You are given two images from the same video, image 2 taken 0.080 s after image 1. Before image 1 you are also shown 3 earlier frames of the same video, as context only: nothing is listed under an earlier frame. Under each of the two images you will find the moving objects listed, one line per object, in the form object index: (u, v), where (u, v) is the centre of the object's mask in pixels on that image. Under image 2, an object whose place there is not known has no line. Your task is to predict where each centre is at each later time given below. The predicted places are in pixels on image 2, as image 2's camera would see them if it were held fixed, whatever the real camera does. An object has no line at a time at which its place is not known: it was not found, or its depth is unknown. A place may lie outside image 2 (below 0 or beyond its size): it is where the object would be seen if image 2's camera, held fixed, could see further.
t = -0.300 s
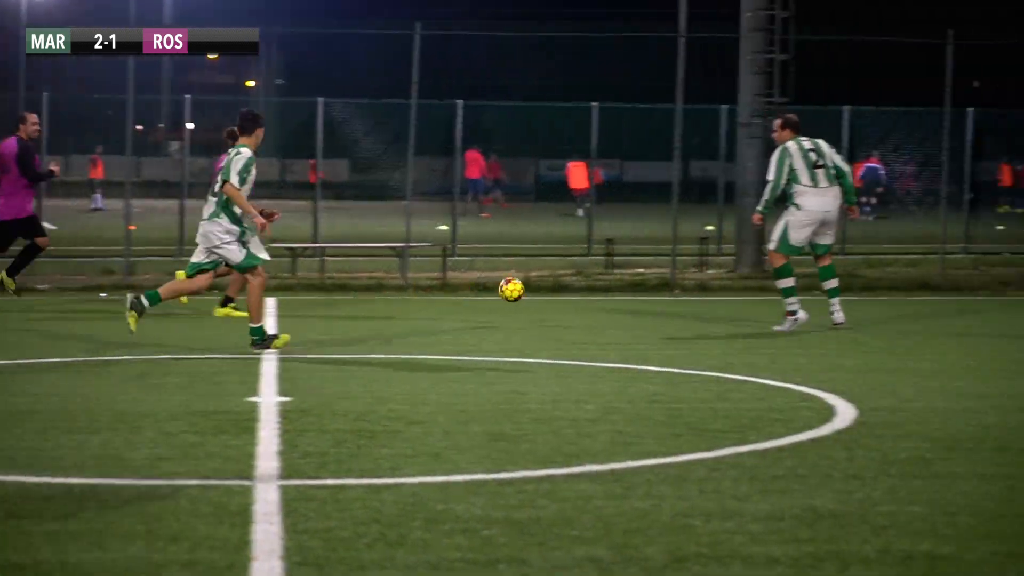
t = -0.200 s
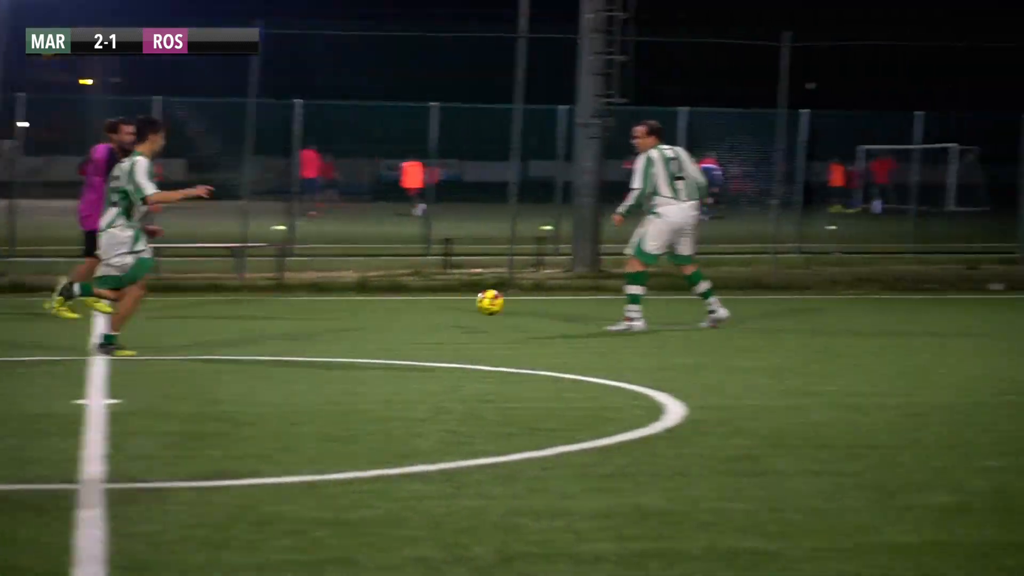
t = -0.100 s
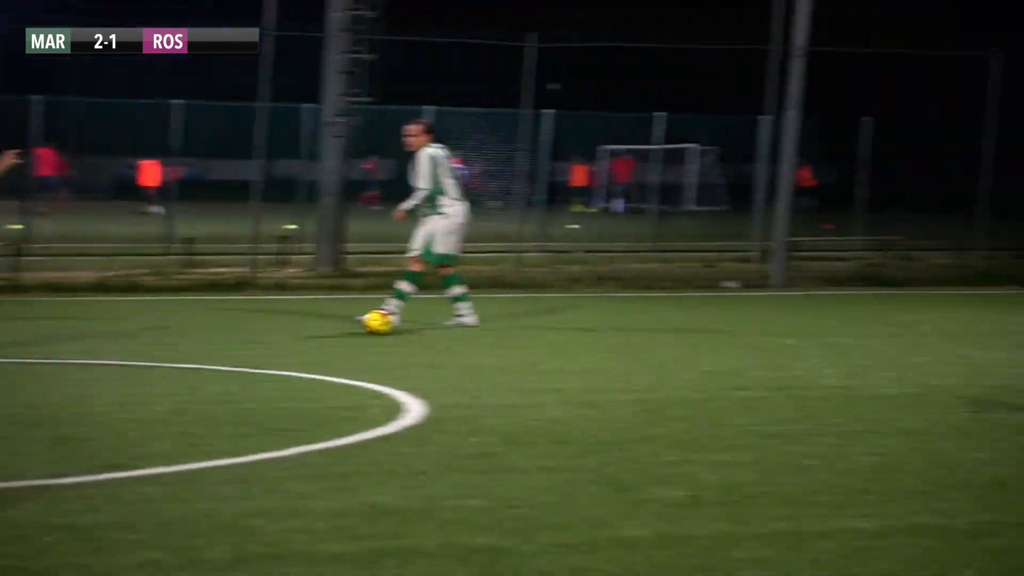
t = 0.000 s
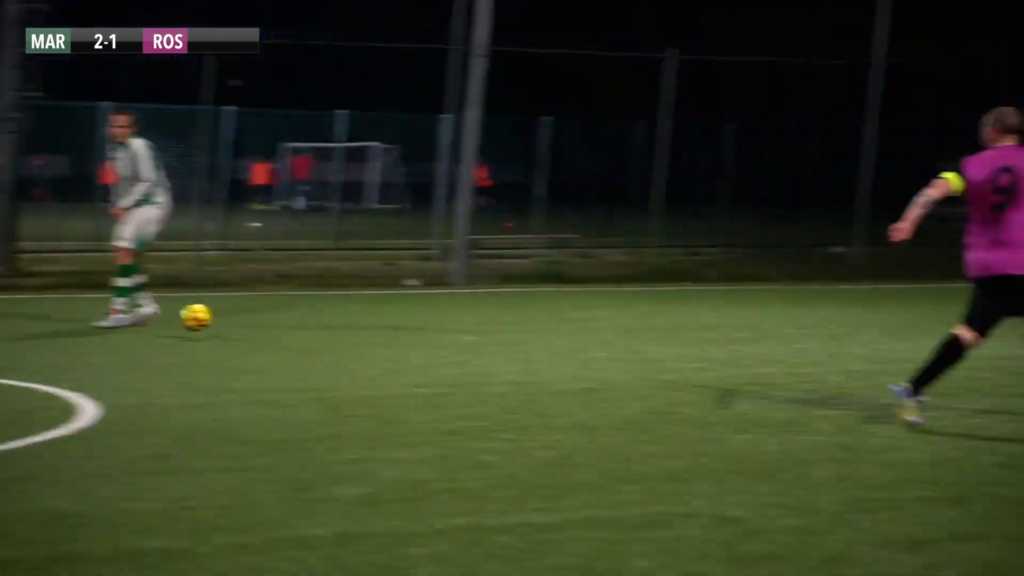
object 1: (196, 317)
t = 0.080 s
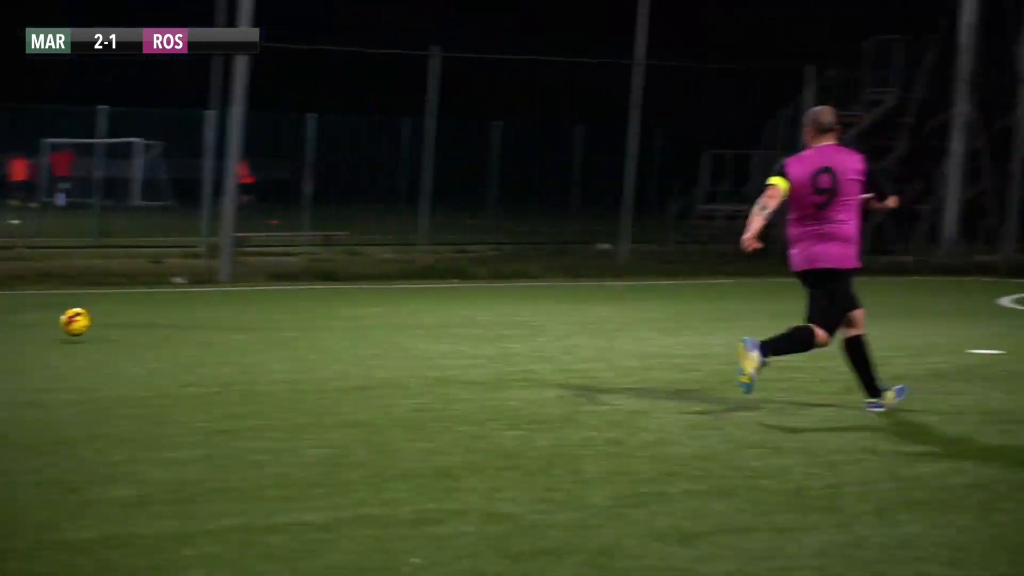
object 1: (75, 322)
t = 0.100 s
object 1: (107, 324)
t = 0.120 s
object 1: (136, 327)
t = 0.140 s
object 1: (167, 329)
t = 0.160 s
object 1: (197, 328)
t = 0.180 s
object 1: (224, 328)
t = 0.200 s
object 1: (253, 328)
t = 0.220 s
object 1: (278, 329)
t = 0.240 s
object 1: (298, 328)
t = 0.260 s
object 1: (320, 330)
